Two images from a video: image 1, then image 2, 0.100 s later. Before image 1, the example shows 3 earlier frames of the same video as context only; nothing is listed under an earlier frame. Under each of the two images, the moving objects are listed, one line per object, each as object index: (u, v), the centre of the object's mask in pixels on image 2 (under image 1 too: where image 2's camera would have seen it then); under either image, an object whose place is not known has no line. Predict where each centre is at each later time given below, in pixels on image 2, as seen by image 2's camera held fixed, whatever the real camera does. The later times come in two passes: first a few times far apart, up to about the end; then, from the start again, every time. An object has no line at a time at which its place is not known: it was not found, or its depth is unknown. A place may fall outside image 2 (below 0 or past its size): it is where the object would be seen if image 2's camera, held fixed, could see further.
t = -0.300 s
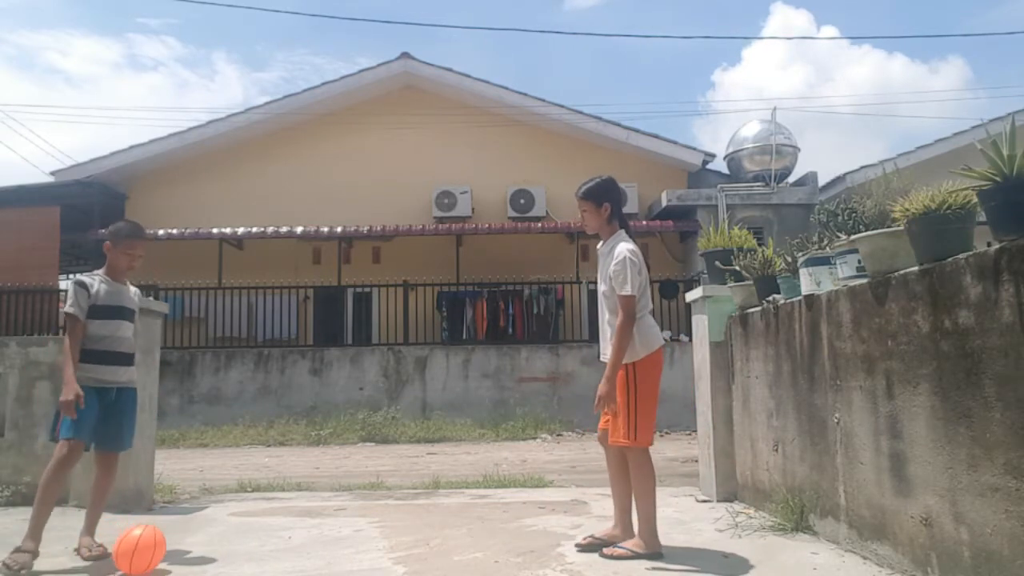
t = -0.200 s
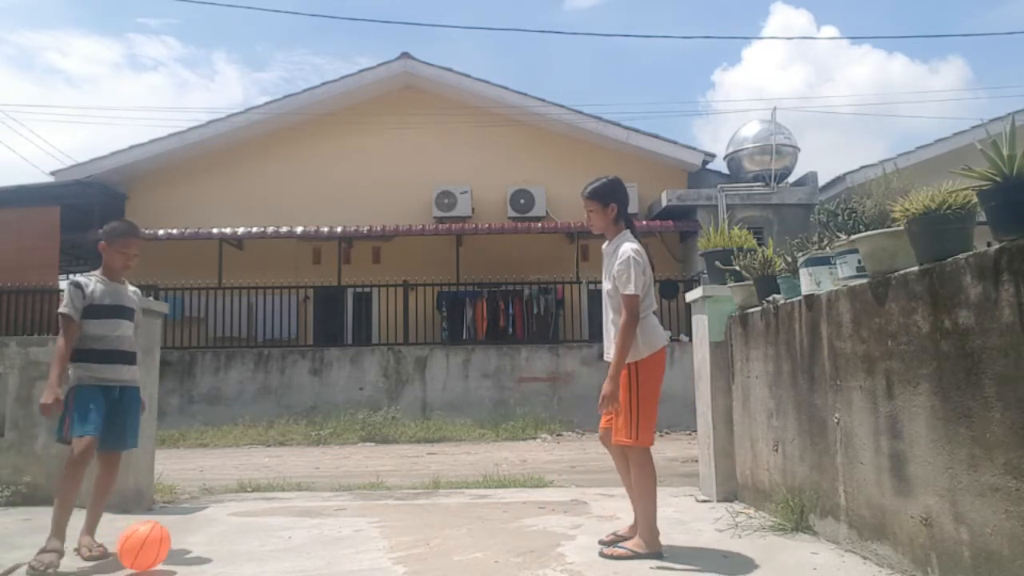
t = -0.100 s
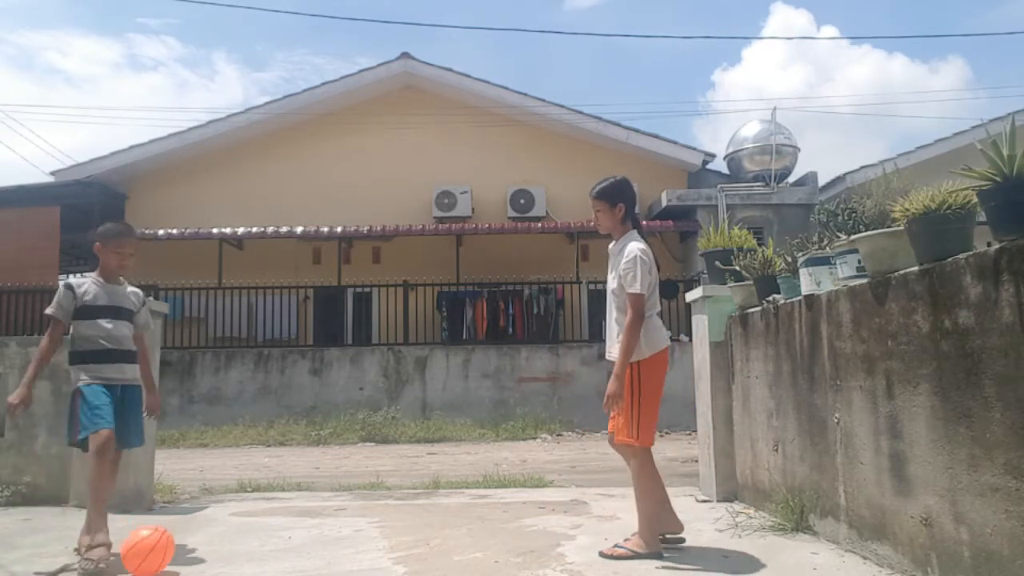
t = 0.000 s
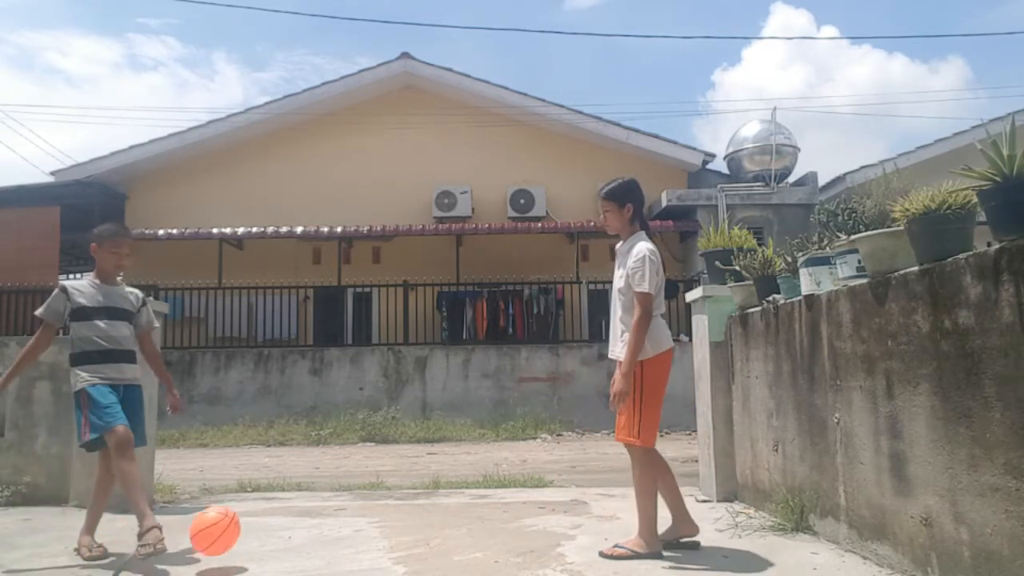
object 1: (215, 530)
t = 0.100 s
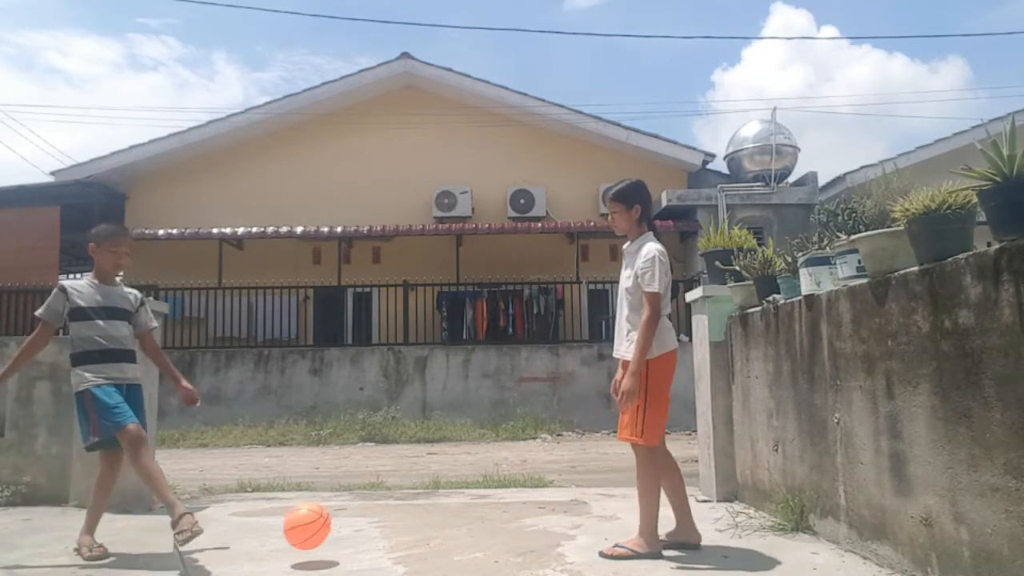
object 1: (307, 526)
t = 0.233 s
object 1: (401, 525)
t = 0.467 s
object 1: (505, 530)
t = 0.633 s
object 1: (571, 505)
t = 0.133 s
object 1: (336, 529)
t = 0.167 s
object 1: (363, 536)
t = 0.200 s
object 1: (385, 536)
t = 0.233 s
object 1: (401, 525)
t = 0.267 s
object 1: (417, 519)
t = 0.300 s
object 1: (432, 515)
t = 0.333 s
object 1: (446, 513)
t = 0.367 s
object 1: (461, 514)
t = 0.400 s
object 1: (476, 515)
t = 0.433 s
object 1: (490, 521)
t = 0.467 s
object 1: (505, 530)
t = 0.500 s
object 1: (520, 523)
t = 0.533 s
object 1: (533, 515)
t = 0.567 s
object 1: (546, 509)
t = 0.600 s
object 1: (559, 506)
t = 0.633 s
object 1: (571, 505)
